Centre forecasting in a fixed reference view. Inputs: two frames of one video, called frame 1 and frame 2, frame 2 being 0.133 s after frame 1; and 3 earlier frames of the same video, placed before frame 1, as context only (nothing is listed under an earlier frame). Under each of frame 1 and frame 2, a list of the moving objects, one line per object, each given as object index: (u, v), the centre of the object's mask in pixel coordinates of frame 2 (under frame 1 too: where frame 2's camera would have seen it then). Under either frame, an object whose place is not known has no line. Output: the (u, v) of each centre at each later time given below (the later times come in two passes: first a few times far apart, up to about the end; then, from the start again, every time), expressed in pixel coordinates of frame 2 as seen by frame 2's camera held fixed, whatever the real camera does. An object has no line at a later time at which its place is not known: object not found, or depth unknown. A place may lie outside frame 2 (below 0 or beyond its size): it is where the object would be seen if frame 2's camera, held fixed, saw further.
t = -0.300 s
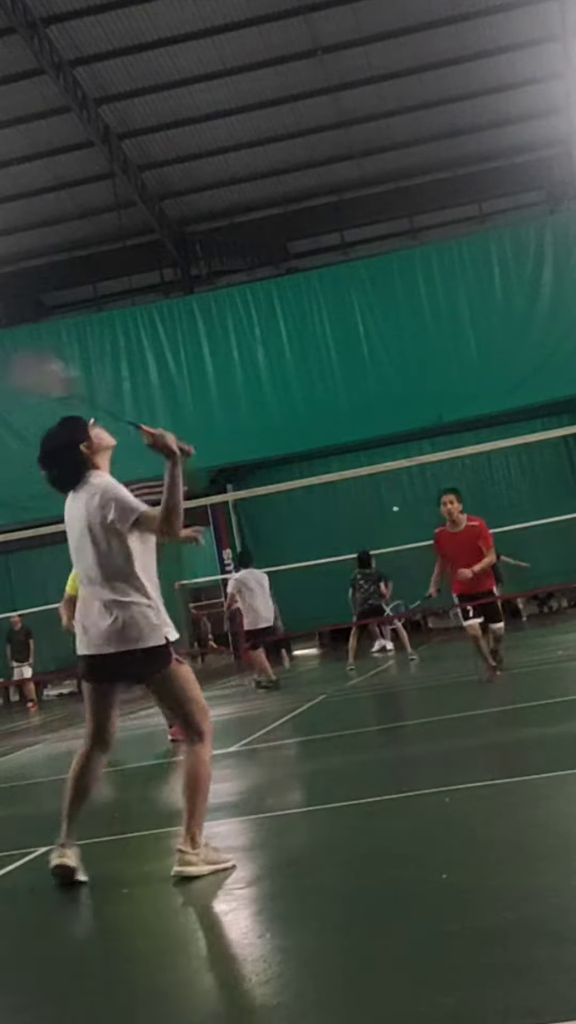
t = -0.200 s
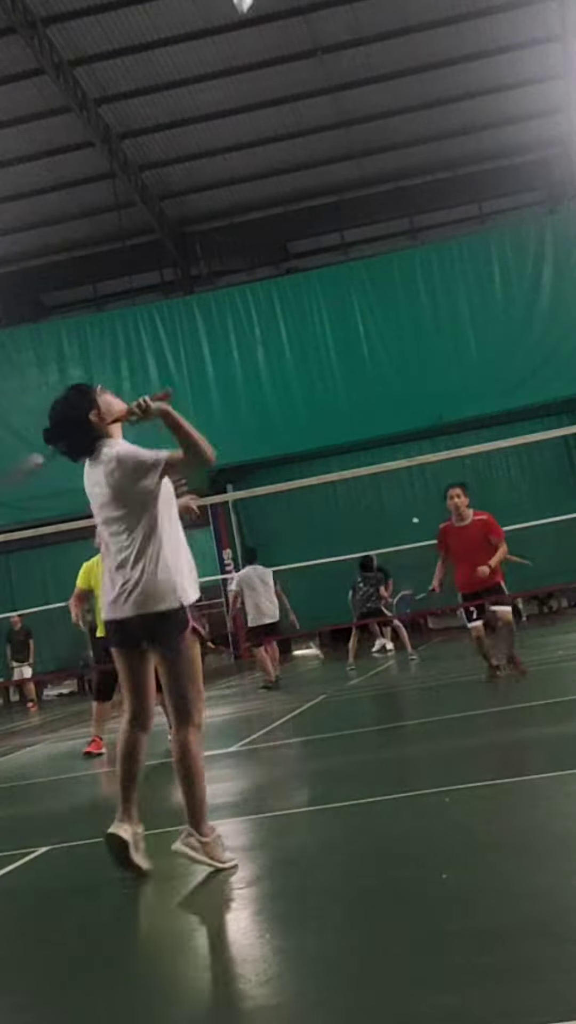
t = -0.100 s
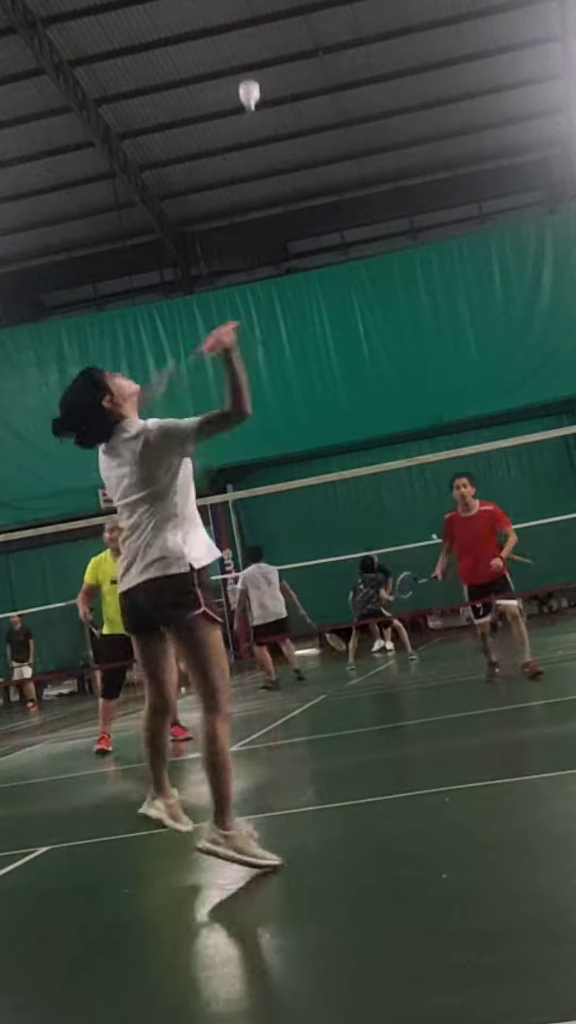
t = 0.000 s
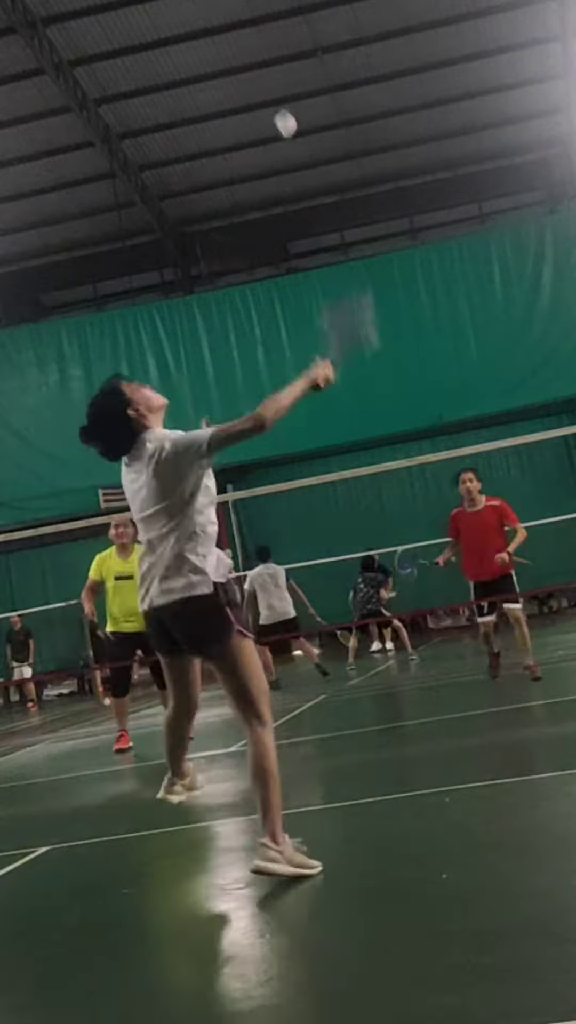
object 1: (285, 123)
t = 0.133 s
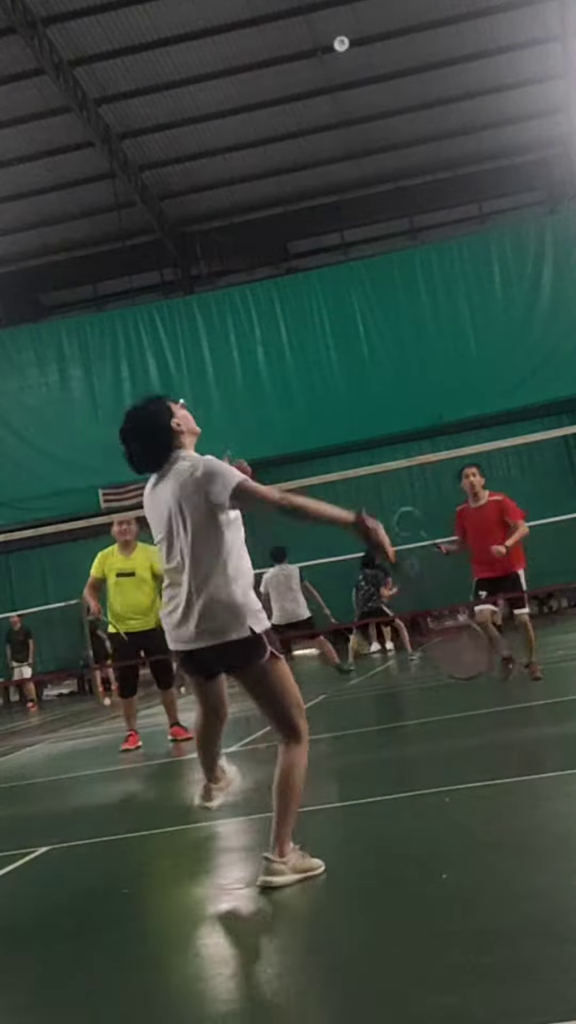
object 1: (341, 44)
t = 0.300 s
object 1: (379, 37)
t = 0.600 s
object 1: (428, 113)
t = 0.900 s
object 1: (478, 251)
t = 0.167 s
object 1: (349, 38)
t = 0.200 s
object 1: (357, 34)
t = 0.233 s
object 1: (365, 33)
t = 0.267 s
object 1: (372, 34)
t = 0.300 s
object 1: (379, 37)
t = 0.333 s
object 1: (385, 41)
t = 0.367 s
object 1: (390, 47)
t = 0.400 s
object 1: (396, 53)
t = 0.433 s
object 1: (402, 61)
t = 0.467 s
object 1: (407, 70)
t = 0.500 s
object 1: (412, 79)
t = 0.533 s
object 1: (418, 90)
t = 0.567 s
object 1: (423, 101)
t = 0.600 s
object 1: (428, 113)
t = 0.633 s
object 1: (434, 126)
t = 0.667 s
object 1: (439, 140)
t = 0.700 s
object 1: (445, 154)
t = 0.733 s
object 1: (450, 168)
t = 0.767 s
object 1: (455, 184)
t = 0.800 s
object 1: (461, 200)
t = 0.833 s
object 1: (467, 216)
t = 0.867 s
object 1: (472, 233)
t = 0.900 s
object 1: (478, 251)
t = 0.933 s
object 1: (484, 270)
